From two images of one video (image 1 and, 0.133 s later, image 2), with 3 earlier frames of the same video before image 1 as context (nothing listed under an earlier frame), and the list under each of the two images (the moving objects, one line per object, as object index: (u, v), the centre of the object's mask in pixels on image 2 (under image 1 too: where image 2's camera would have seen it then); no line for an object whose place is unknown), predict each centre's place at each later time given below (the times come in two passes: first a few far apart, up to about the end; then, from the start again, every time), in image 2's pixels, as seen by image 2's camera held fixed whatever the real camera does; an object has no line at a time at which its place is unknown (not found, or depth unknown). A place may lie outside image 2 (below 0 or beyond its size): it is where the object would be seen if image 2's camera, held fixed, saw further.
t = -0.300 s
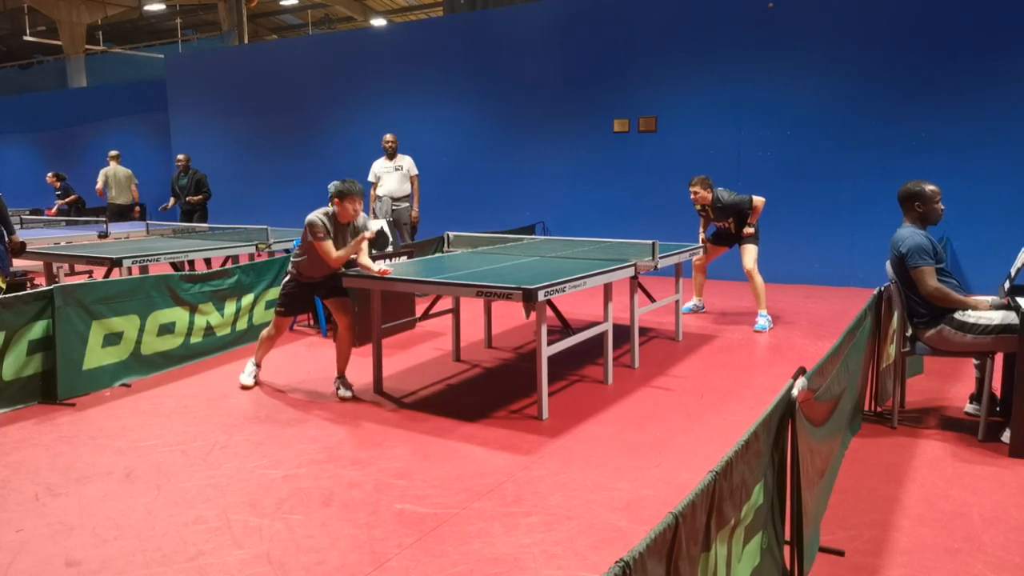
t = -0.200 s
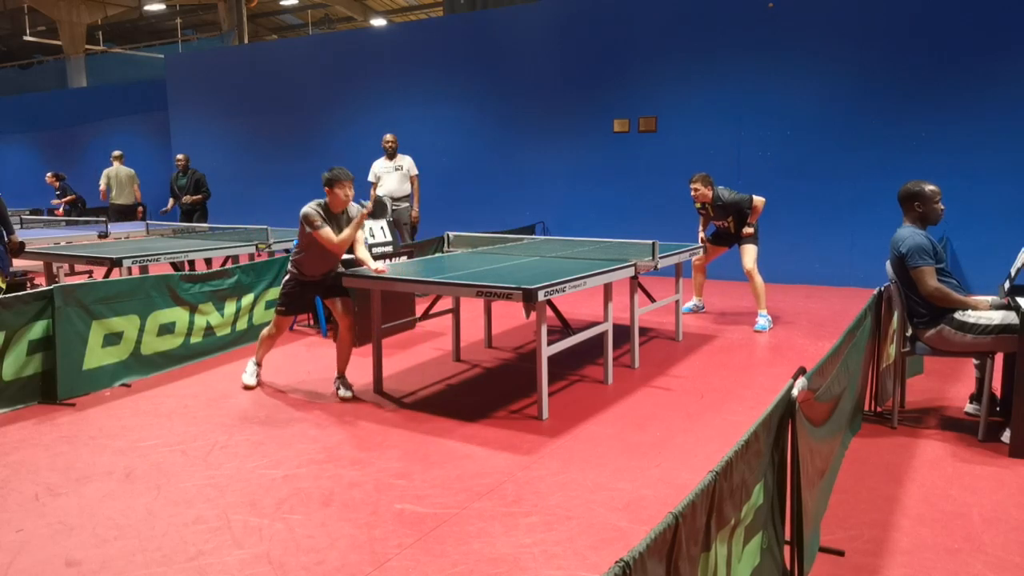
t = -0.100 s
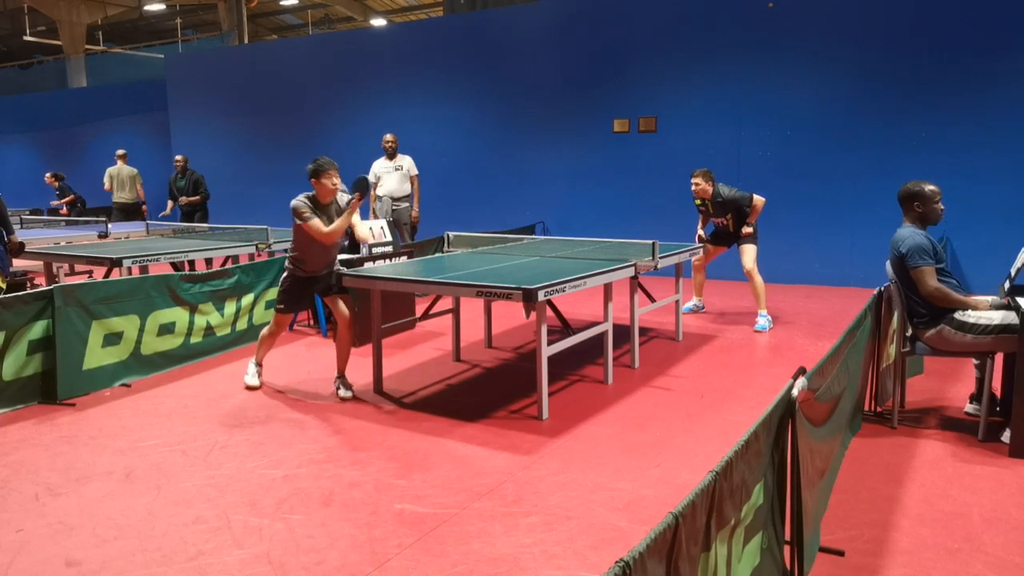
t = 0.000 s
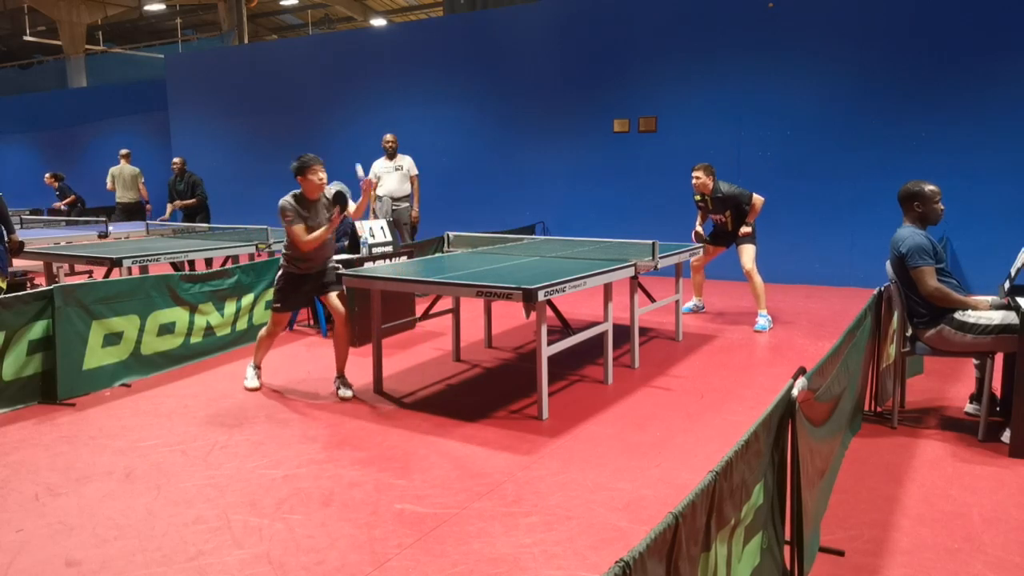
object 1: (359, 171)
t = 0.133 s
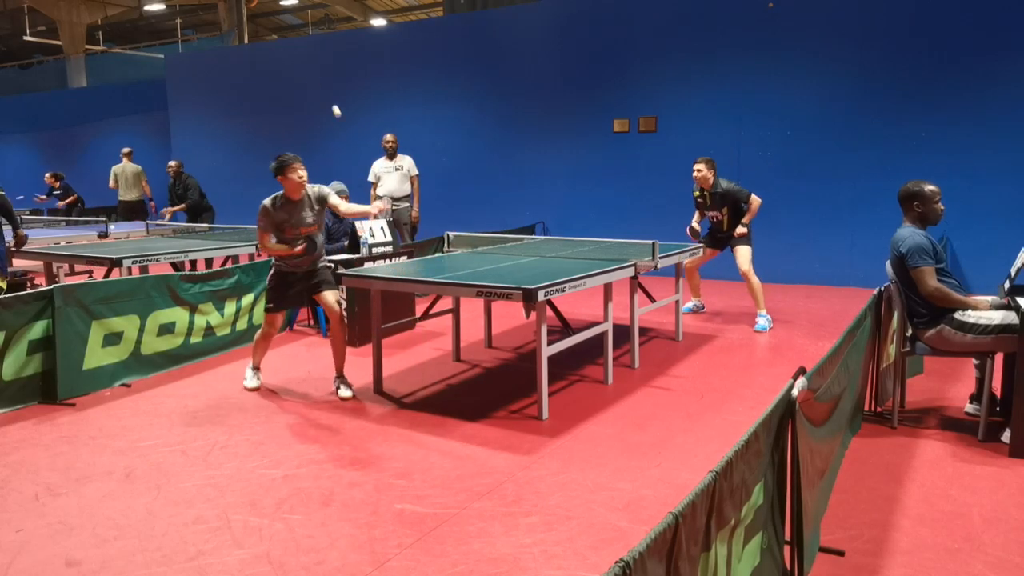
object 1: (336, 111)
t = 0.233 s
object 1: (319, 85)
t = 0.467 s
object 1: (284, 91)
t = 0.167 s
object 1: (330, 100)
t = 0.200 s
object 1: (324, 92)
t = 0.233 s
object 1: (319, 85)
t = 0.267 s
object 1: (314, 80)
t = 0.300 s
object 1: (308, 77)
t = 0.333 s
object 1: (303, 76)
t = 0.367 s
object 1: (298, 77)
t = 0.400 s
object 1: (293, 80)
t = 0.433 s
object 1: (288, 84)
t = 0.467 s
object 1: (284, 91)
